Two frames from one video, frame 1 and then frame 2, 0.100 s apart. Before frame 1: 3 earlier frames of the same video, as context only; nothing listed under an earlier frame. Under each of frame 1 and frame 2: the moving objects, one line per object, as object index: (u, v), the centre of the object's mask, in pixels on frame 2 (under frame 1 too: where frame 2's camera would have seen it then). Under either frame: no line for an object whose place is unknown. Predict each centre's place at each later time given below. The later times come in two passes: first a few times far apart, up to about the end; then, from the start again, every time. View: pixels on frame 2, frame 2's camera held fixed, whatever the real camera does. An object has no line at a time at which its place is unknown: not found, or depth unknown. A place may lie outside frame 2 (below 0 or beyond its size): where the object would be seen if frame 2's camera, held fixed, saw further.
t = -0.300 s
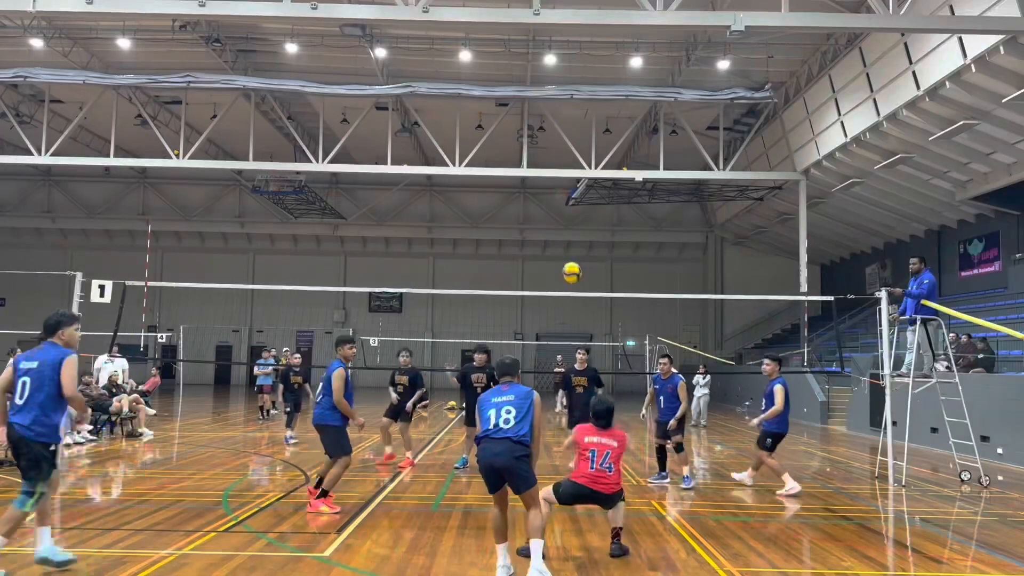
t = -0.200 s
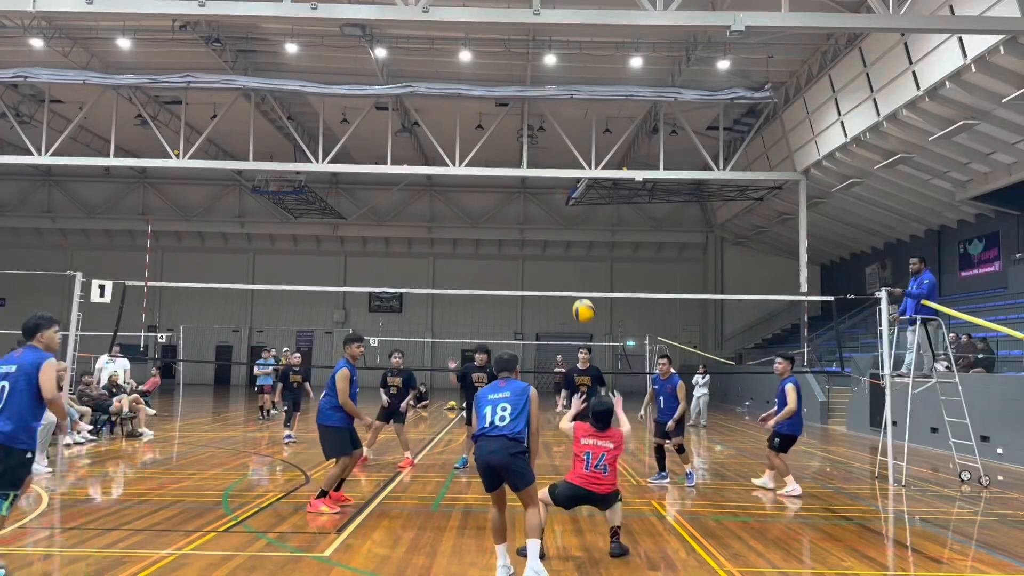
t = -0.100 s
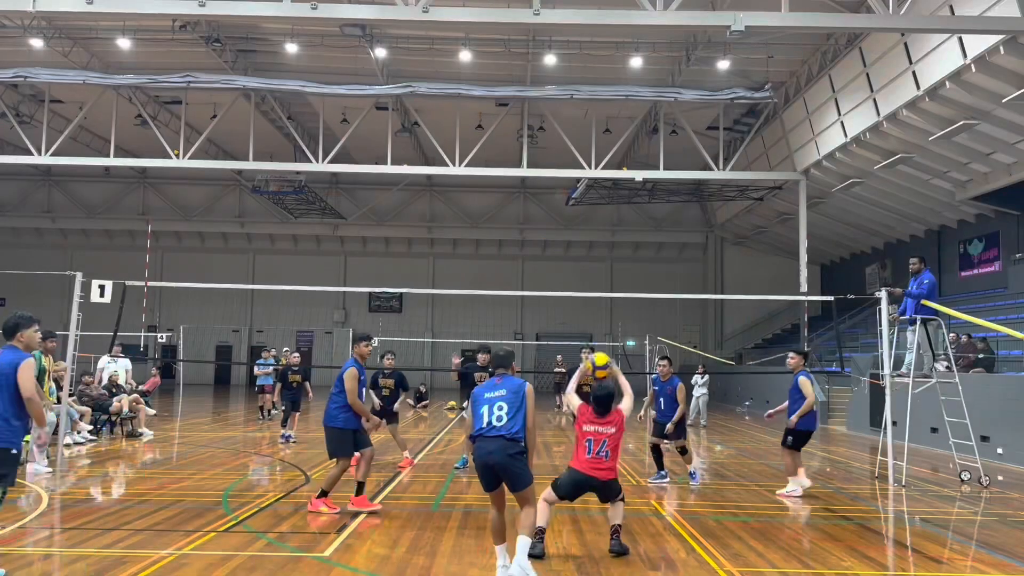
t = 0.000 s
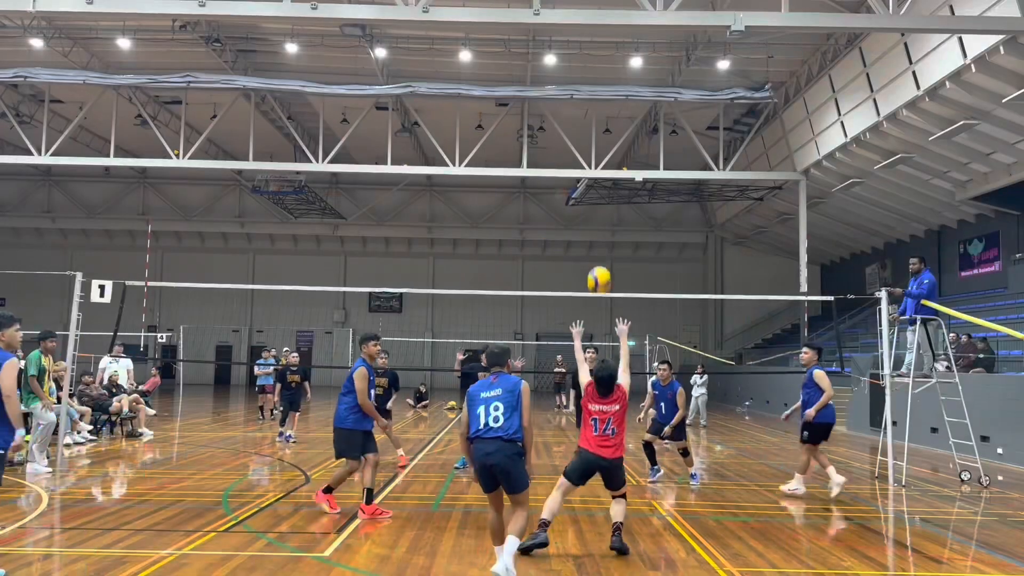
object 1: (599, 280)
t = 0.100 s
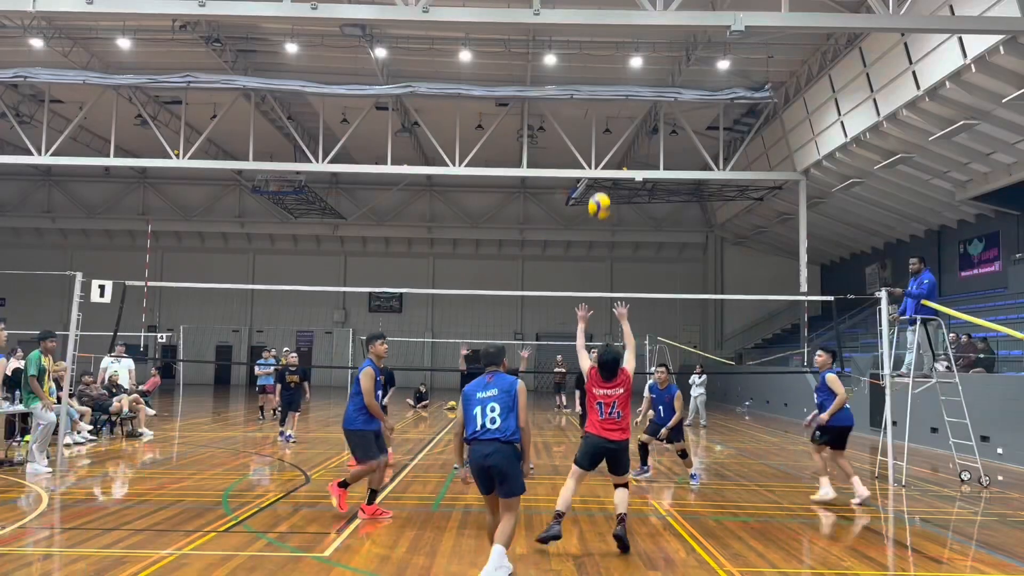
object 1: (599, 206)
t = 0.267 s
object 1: (600, 119)
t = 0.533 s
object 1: (599, 55)
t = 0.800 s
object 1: (597, 62)
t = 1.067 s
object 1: (594, 122)
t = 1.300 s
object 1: (591, 212)
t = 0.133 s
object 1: (600, 186)
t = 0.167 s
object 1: (600, 165)
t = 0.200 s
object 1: (600, 148)
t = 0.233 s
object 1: (600, 133)
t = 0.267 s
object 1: (600, 119)
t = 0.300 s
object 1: (600, 106)
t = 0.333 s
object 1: (600, 95)
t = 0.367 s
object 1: (600, 86)
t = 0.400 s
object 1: (599, 77)
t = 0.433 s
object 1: (600, 70)
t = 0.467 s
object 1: (600, 64)
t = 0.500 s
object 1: (600, 58)
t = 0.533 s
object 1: (599, 55)
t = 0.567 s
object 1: (599, 52)
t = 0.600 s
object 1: (599, 51)
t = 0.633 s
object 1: (599, 51)
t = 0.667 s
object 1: (599, 51)
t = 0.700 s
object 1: (598, 52)
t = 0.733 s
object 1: (598, 54)
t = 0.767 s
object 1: (598, 58)
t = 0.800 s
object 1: (597, 62)
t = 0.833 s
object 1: (597, 66)
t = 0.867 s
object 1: (597, 72)
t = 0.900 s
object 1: (596, 79)
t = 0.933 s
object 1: (595, 86)
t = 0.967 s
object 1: (595, 95)
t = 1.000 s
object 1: (595, 103)
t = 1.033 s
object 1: (595, 113)
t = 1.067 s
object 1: (594, 122)
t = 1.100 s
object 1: (594, 133)
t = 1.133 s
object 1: (593, 145)
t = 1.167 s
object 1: (593, 157)
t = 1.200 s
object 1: (593, 170)
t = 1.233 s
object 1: (592, 184)
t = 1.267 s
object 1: (591, 197)
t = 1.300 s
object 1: (591, 212)
